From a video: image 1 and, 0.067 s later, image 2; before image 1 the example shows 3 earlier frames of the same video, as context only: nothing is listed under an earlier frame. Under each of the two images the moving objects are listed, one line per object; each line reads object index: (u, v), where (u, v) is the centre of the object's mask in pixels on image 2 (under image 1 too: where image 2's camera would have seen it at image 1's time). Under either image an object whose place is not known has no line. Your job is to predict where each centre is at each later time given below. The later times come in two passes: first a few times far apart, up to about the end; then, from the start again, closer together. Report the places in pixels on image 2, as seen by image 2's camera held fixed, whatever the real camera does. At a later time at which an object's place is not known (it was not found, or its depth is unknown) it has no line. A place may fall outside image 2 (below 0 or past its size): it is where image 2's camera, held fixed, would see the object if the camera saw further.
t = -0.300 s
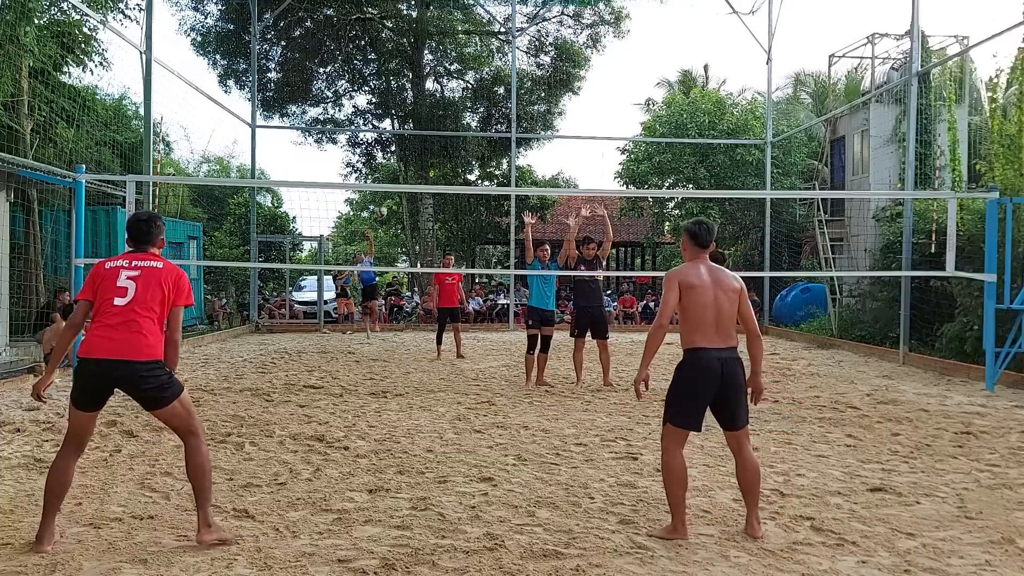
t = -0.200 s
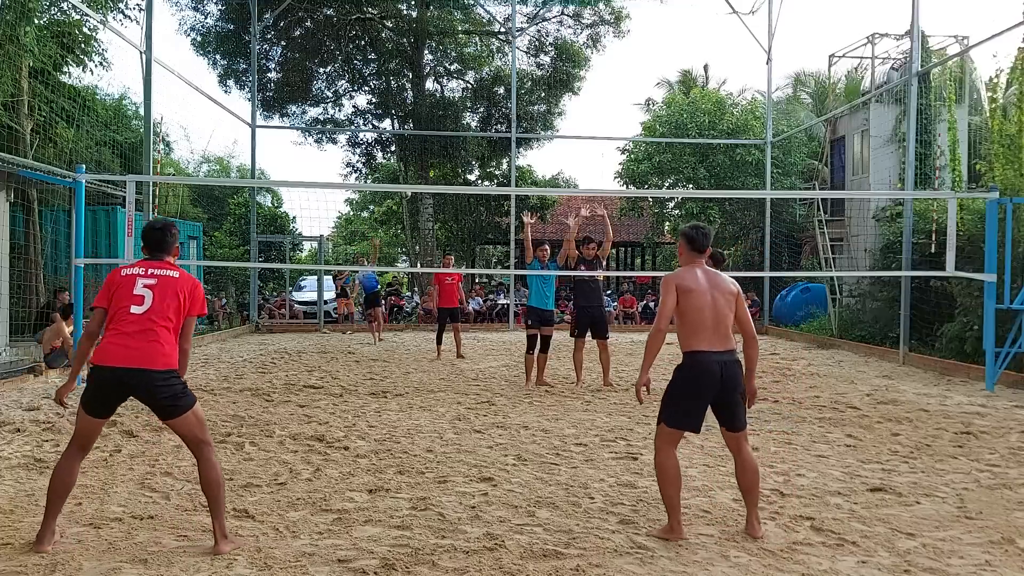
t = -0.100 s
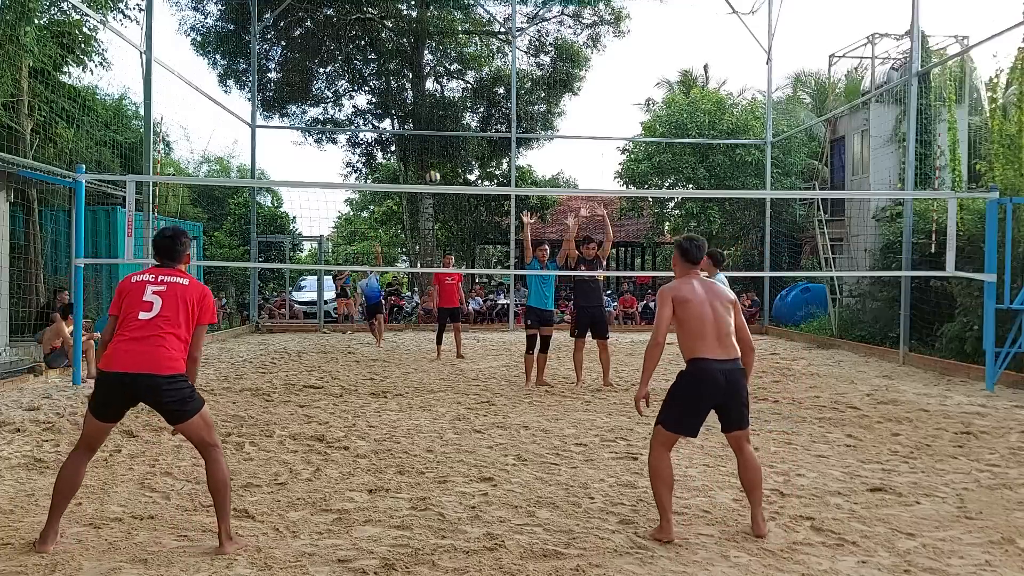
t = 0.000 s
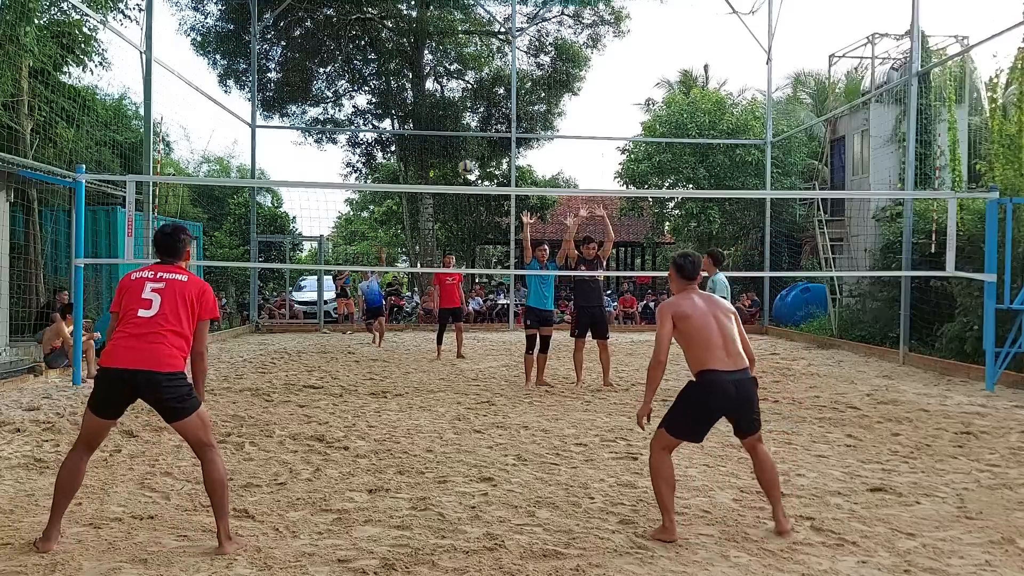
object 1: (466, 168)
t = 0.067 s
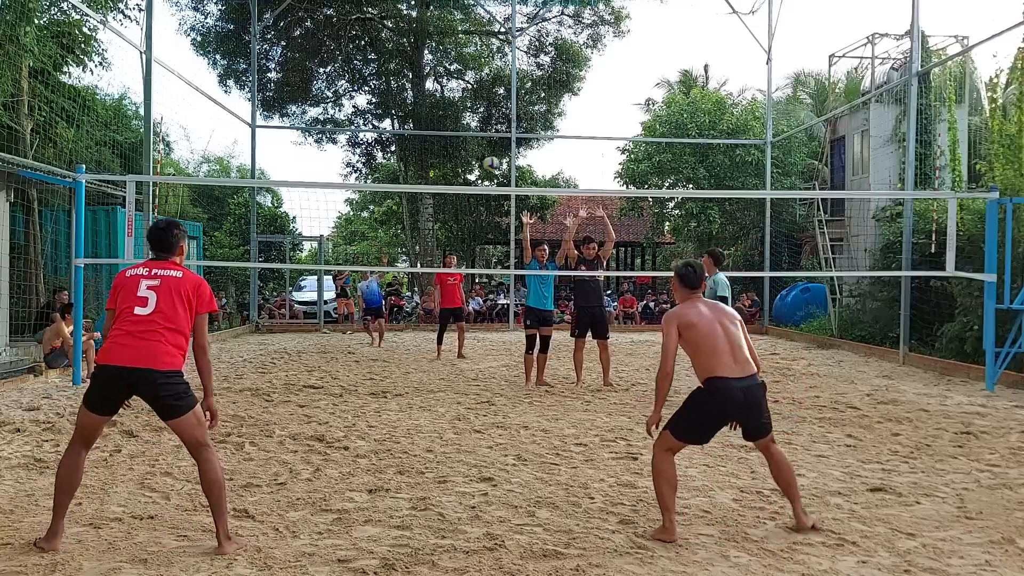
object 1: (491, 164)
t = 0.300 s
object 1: (611, 185)
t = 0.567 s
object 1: (862, 312)
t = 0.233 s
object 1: (570, 173)
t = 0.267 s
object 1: (590, 178)
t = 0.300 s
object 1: (611, 185)
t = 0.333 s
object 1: (634, 193)
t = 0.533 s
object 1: (820, 287)
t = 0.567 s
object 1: (862, 312)
